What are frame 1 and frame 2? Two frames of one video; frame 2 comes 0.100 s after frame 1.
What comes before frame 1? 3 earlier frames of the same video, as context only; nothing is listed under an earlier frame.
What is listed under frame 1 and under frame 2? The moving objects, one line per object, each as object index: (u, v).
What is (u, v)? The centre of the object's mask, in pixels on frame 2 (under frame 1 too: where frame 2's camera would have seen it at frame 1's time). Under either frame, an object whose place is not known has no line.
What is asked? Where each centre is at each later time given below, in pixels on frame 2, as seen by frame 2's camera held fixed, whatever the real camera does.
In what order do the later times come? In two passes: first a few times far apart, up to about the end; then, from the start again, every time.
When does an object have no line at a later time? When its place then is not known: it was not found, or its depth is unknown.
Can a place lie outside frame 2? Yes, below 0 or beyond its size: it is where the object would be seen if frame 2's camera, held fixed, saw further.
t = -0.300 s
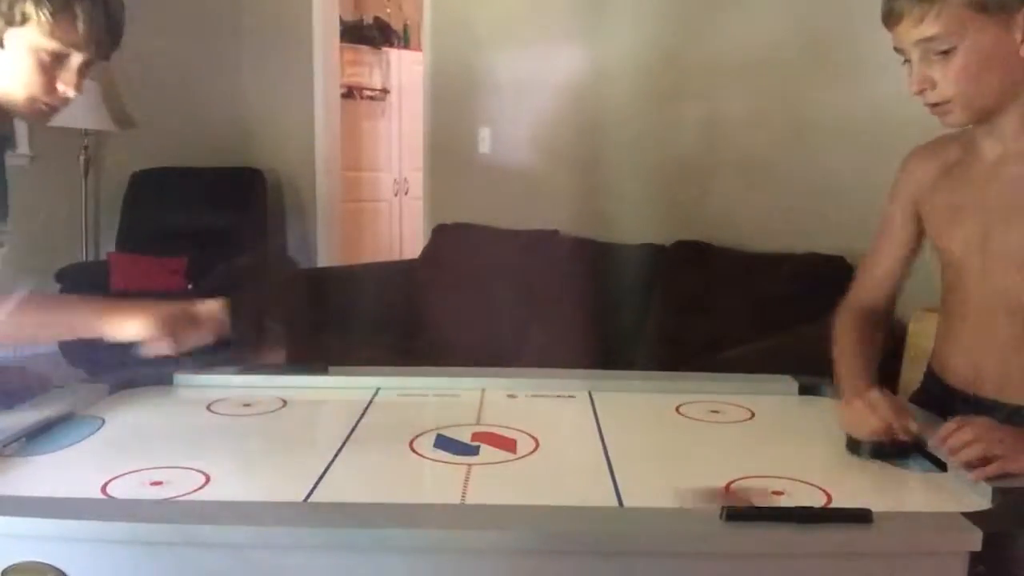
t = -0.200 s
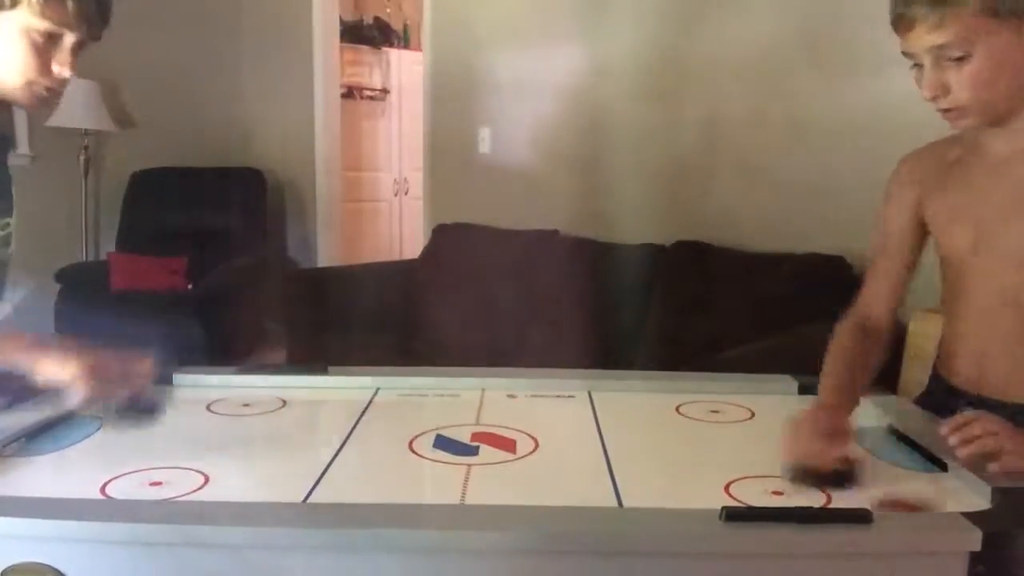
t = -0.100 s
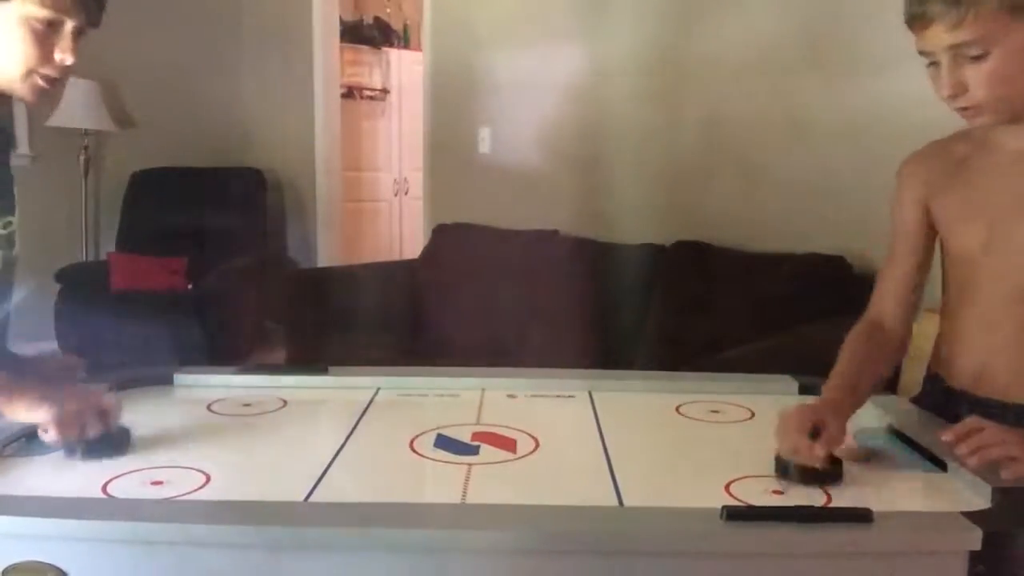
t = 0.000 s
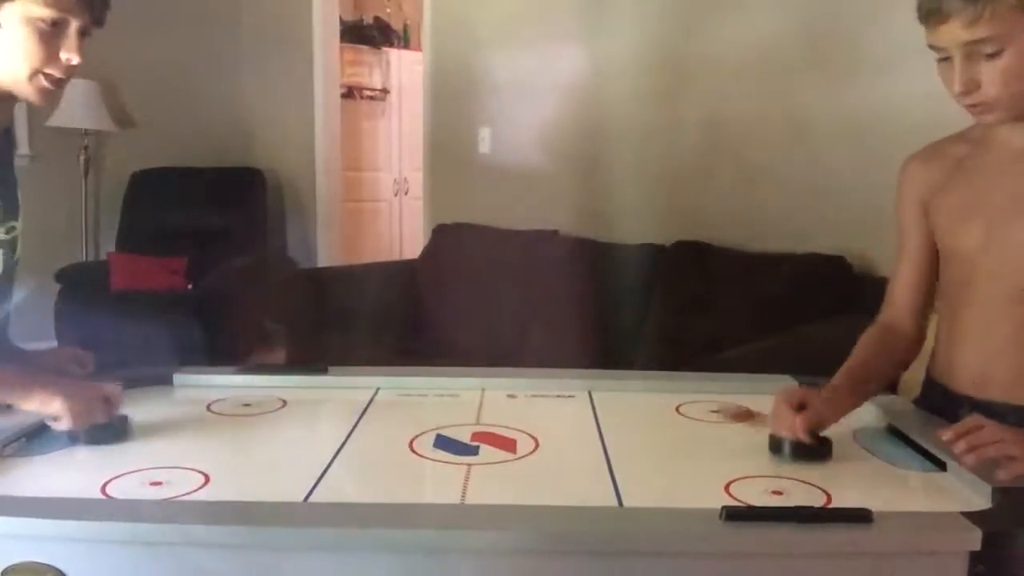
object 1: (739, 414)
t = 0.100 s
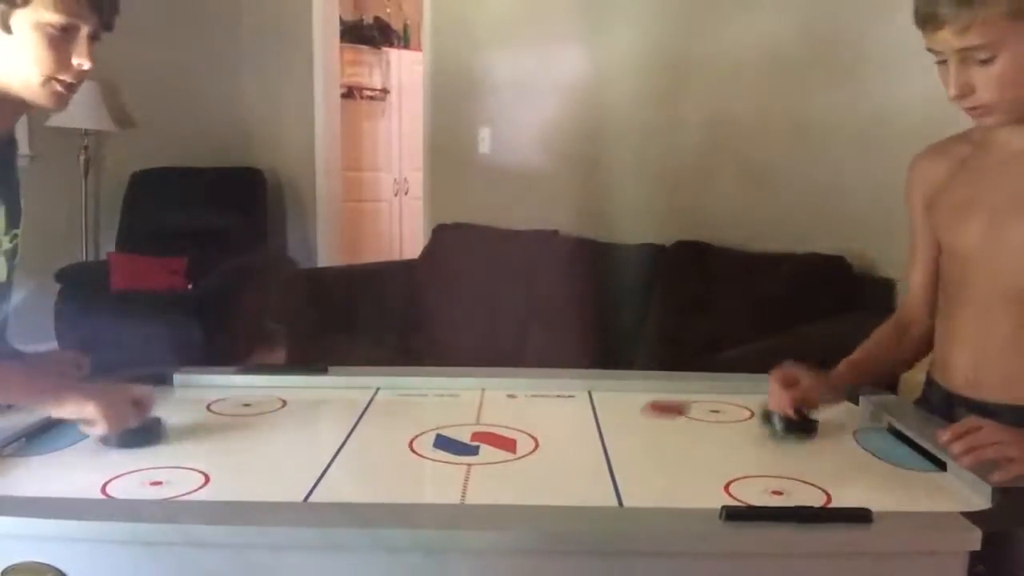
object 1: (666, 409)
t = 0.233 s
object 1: (590, 448)
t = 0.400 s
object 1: (453, 498)
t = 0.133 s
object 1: (649, 418)
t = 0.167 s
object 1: (630, 427)
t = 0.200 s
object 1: (611, 438)
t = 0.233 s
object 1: (590, 448)
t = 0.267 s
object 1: (566, 461)
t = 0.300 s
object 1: (540, 474)
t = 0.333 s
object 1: (511, 487)
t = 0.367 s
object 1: (485, 497)
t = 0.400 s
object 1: (453, 498)
